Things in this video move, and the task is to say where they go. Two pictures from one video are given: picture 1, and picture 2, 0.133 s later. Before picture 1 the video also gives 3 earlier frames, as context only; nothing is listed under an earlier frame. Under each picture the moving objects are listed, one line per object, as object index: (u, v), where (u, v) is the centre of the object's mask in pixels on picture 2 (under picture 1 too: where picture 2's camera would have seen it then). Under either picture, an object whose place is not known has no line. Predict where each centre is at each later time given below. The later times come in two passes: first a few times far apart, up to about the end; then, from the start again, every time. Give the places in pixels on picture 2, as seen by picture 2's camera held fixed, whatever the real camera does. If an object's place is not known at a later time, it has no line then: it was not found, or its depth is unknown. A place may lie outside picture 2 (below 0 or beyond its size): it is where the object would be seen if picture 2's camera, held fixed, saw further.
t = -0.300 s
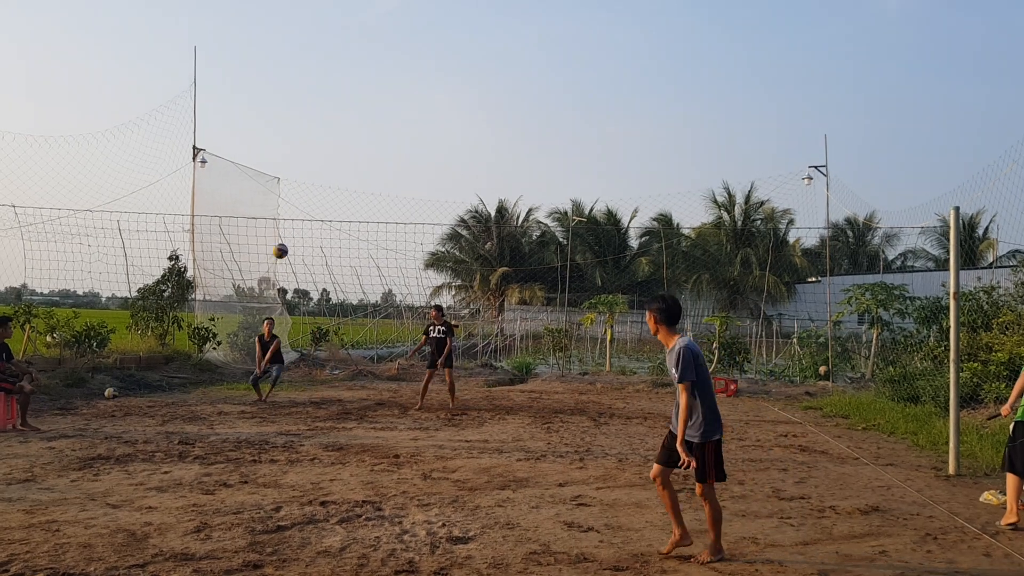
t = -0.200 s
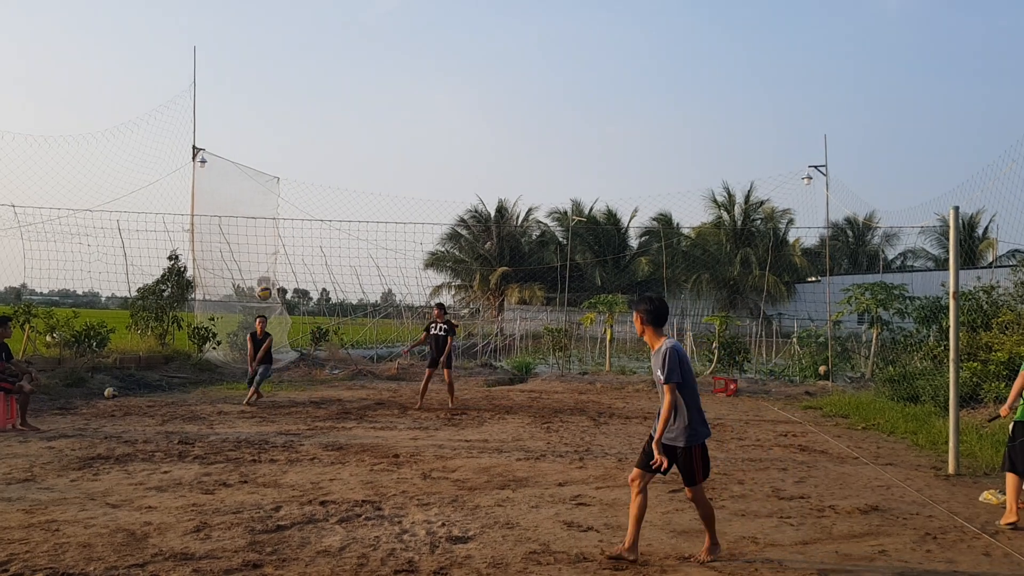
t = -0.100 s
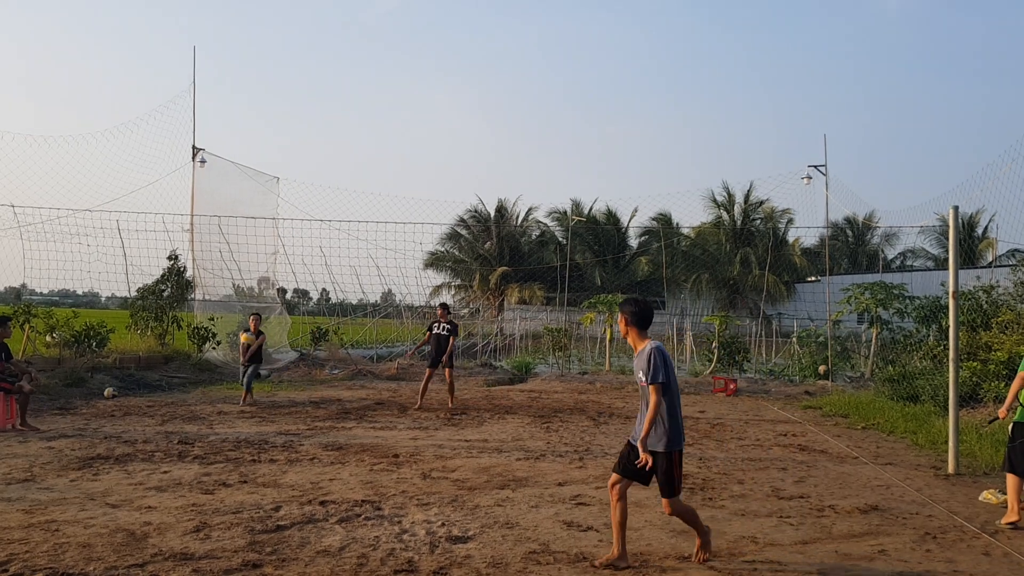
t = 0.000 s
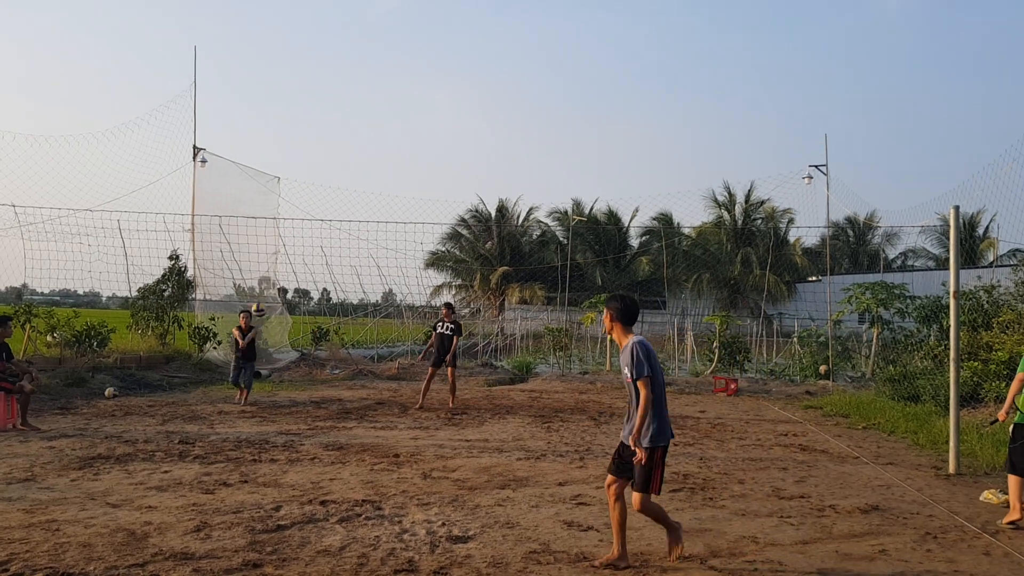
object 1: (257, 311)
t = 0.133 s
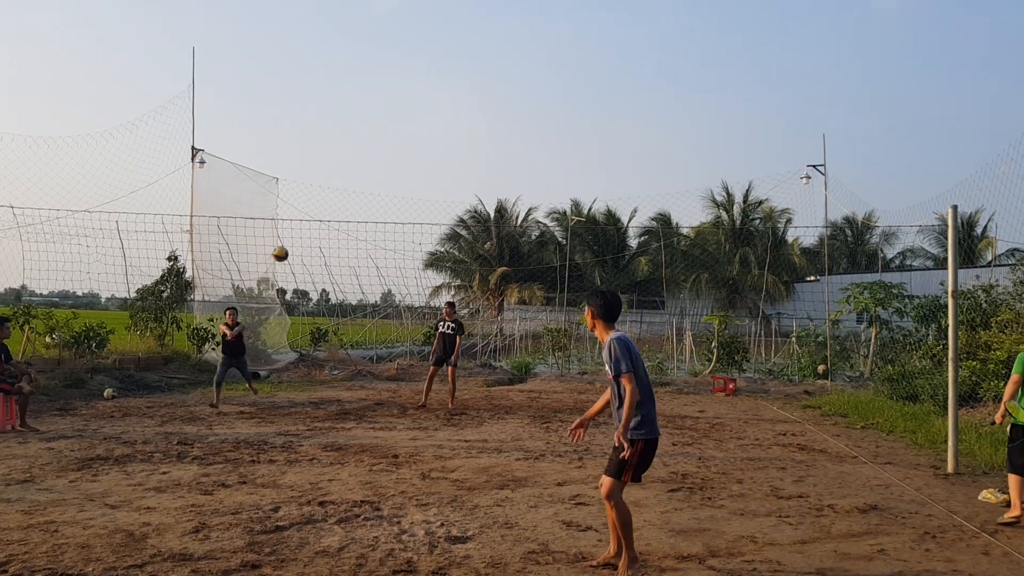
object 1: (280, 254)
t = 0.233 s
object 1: (298, 215)
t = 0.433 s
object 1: (338, 148)
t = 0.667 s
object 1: (396, 98)
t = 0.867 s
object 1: (463, 90)
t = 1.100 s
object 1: (568, 150)
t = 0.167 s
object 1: (286, 241)
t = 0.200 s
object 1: (292, 228)
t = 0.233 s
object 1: (298, 215)
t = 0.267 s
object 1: (304, 203)
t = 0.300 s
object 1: (310, 191)
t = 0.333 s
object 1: (317, 180)
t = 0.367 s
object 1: (324, 169)
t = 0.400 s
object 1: (331, 158)
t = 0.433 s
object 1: (338, 148)
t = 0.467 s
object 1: (346, 139)
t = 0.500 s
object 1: (354, 131)
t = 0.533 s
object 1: (361, 123)
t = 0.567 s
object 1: (369, 115)
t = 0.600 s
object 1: (378, 109)
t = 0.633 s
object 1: (387, 103)
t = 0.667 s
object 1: (396, 98)
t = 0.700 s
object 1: (406, 94)
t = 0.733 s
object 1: (417, 91)
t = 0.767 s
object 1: (428, 89)
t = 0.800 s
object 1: (439, 88)
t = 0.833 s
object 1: (450, 88)
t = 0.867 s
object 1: (463, 90)
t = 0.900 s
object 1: (475, 93)
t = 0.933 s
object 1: (488, 98)
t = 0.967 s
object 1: (502, 104)
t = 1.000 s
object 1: (517, 112)
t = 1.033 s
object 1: (533, 122)
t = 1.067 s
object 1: (550, 135)
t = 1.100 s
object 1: (568, 150)
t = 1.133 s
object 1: (588, 168)
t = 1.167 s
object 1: (608, 190)
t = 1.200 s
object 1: (629, 215)
